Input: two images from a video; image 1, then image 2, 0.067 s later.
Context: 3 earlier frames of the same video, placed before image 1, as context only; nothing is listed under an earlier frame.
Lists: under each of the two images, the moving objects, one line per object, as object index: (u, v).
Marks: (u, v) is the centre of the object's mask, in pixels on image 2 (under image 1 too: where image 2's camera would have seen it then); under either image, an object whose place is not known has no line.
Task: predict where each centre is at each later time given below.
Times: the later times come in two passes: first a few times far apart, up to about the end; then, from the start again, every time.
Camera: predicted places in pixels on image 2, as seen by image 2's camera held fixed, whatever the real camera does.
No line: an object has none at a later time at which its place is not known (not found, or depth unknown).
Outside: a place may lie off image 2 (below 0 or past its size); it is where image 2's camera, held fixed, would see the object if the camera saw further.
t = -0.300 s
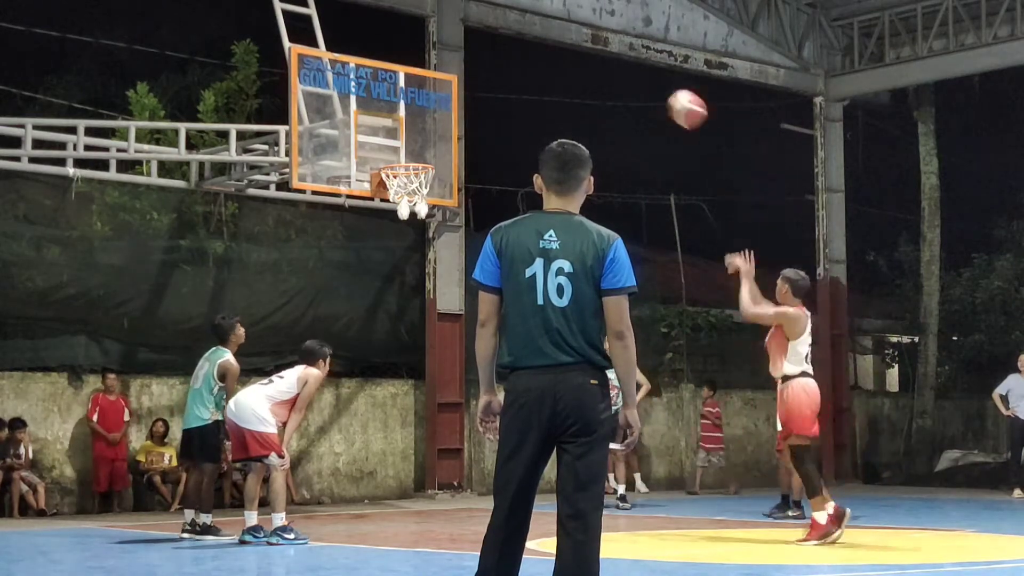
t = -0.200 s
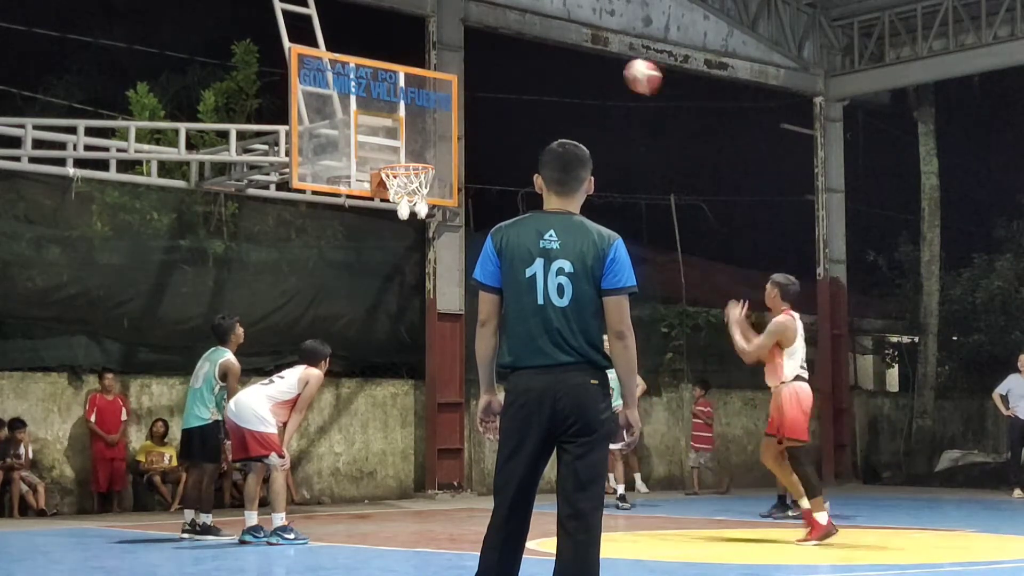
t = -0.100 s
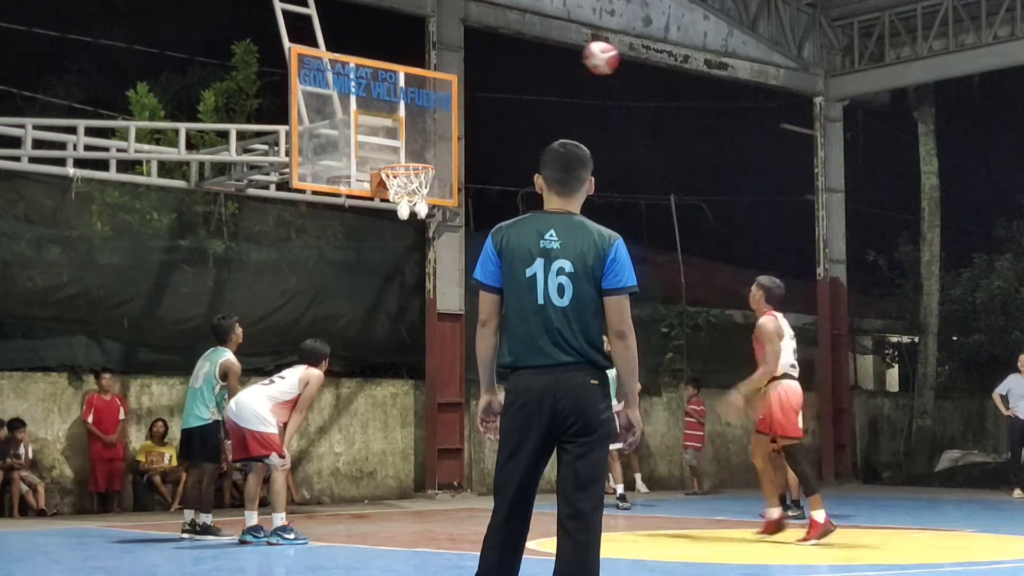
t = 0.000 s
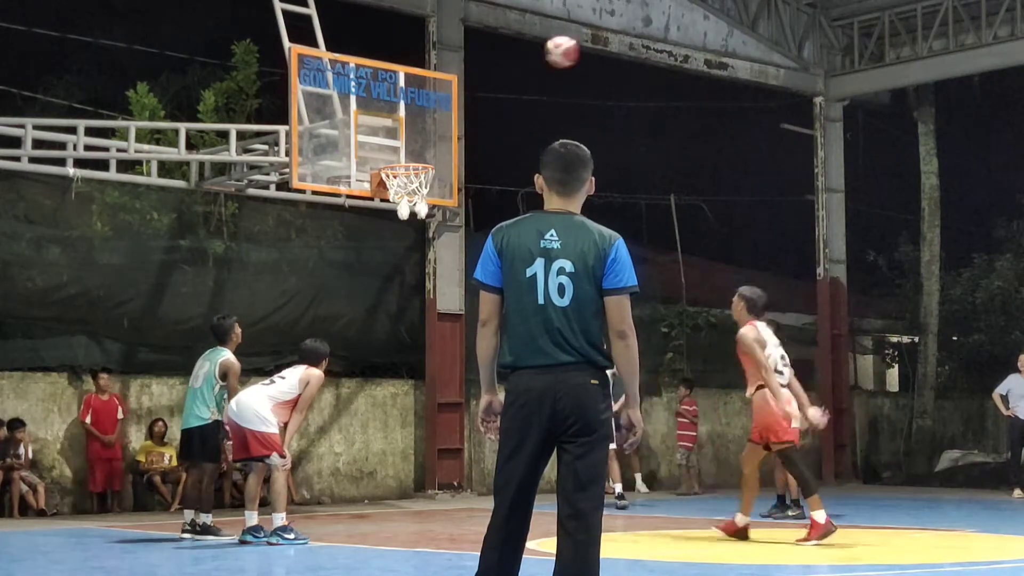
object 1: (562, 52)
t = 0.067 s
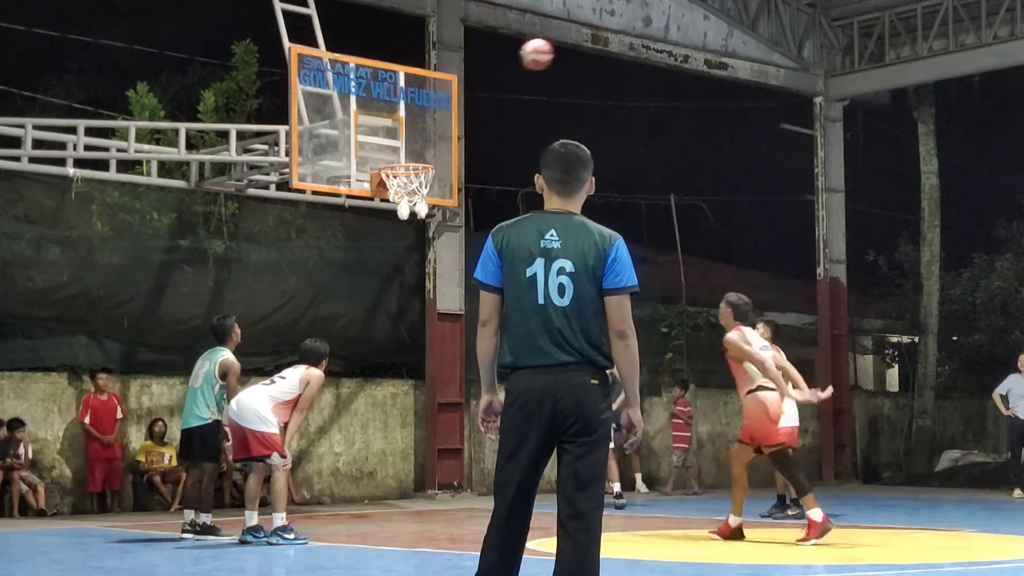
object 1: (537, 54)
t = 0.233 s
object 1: (478, 83)
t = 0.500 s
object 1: (402, 155)
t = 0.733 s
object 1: (432, 151)
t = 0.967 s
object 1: (452, 147)
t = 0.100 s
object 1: (525, 58)
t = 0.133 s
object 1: (512, 62)
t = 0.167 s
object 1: (501, 68)
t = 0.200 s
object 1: (489, 75)
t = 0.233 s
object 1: (478, 83)
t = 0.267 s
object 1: (468, 91)
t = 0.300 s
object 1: (456, 102)
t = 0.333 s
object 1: (445, 113)
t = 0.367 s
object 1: (435, 124)
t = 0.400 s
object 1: (425, 139)
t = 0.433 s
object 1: (414, 152)
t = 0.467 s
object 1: (408, 155)
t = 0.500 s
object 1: (402, 155)
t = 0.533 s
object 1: (396, 157)
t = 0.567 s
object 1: (397, 158)
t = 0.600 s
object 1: (405, 155)
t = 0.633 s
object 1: (412, 153)
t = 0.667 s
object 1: (419, 153)
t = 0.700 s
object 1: (426, 153)
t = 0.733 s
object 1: (432, 151)
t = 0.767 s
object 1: (435, 148)
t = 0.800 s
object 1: (438, 144)
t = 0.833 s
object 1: (440, 142)
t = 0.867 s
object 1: (443, 141)
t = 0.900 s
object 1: (446, 142)
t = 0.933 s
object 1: (449, 144)
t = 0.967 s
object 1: (452, 147)
